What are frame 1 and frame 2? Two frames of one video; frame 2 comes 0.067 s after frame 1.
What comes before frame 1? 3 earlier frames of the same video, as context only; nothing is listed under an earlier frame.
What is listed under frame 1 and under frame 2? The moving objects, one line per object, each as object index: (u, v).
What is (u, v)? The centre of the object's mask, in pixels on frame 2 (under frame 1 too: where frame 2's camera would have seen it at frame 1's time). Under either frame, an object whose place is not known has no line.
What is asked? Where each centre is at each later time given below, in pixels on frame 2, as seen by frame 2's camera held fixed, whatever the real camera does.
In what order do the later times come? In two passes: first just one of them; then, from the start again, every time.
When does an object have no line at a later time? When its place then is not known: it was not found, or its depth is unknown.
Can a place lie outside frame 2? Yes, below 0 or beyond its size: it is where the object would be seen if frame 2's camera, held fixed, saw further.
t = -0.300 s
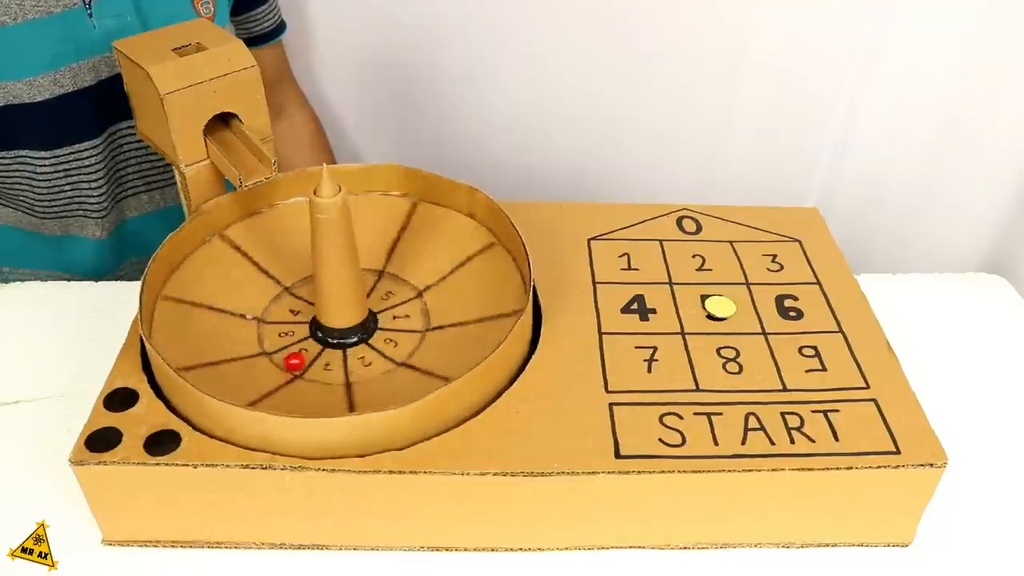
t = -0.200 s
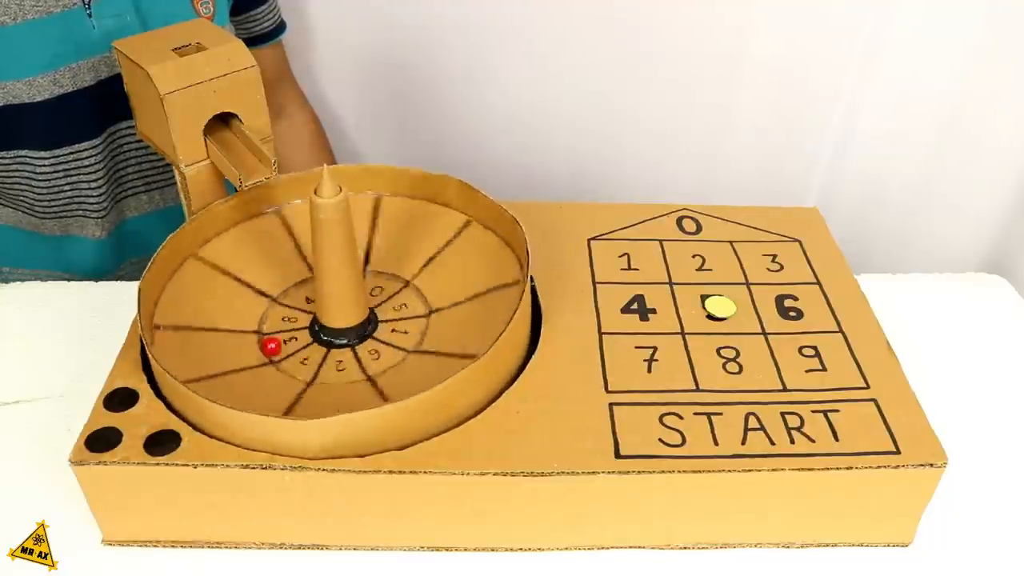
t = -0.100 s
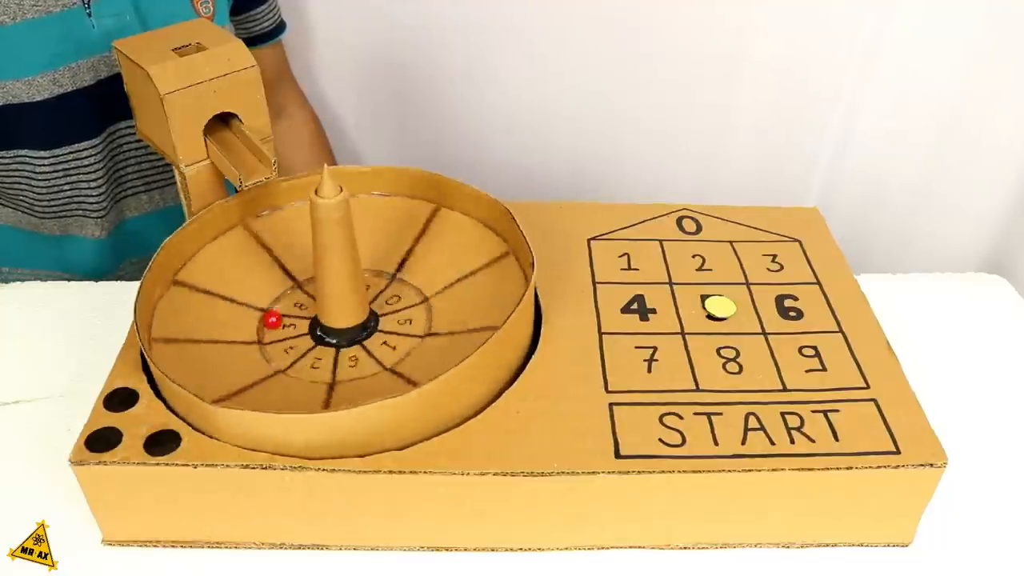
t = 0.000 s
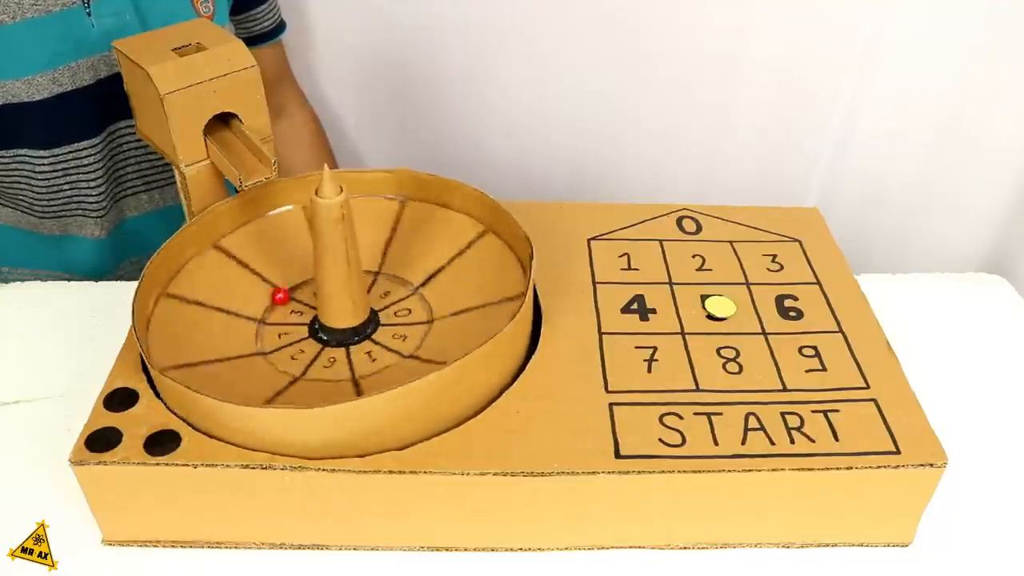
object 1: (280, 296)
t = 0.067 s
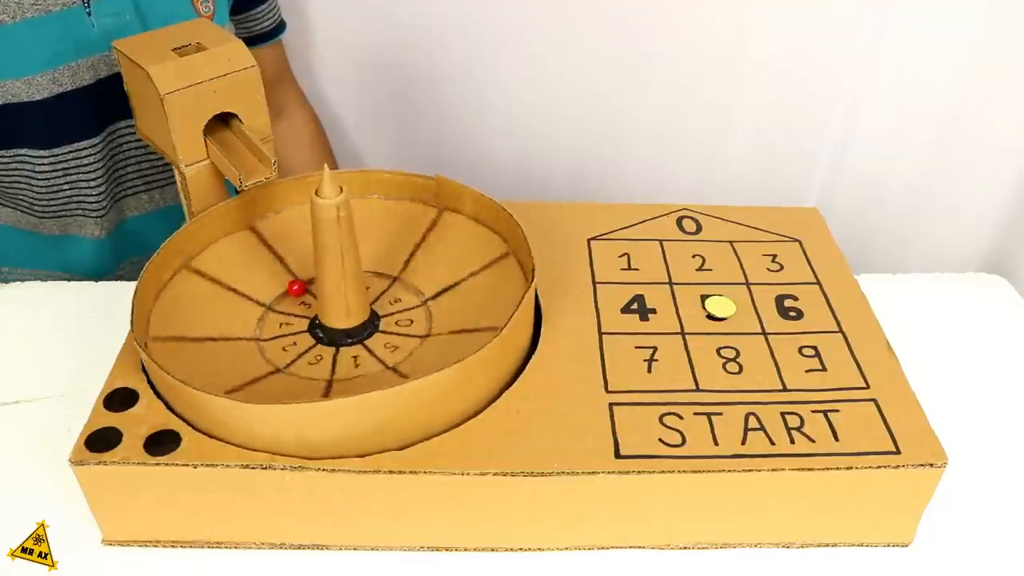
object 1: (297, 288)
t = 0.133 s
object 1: (309, 279)
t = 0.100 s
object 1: (304, 283)
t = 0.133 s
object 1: (309, 279)
